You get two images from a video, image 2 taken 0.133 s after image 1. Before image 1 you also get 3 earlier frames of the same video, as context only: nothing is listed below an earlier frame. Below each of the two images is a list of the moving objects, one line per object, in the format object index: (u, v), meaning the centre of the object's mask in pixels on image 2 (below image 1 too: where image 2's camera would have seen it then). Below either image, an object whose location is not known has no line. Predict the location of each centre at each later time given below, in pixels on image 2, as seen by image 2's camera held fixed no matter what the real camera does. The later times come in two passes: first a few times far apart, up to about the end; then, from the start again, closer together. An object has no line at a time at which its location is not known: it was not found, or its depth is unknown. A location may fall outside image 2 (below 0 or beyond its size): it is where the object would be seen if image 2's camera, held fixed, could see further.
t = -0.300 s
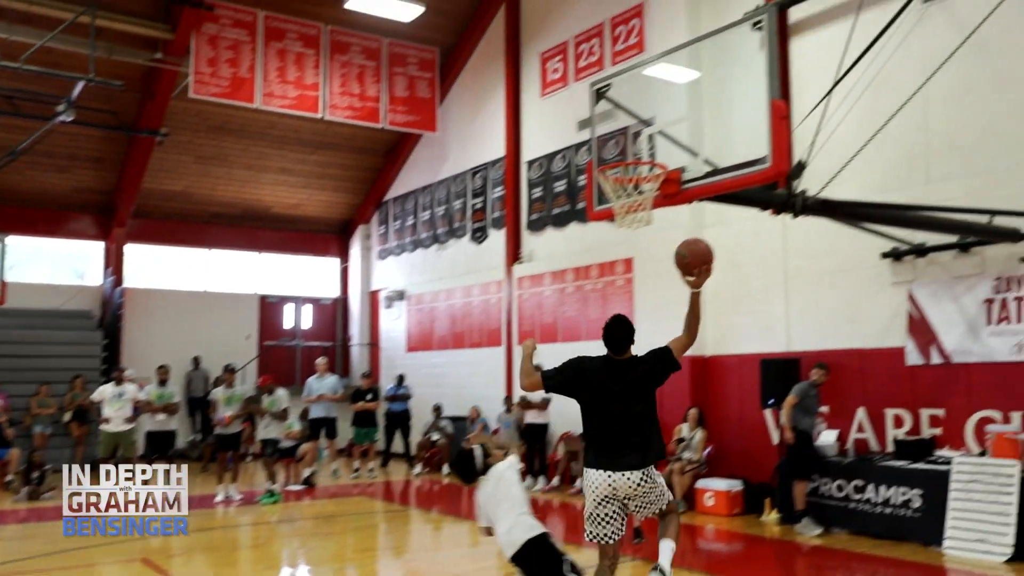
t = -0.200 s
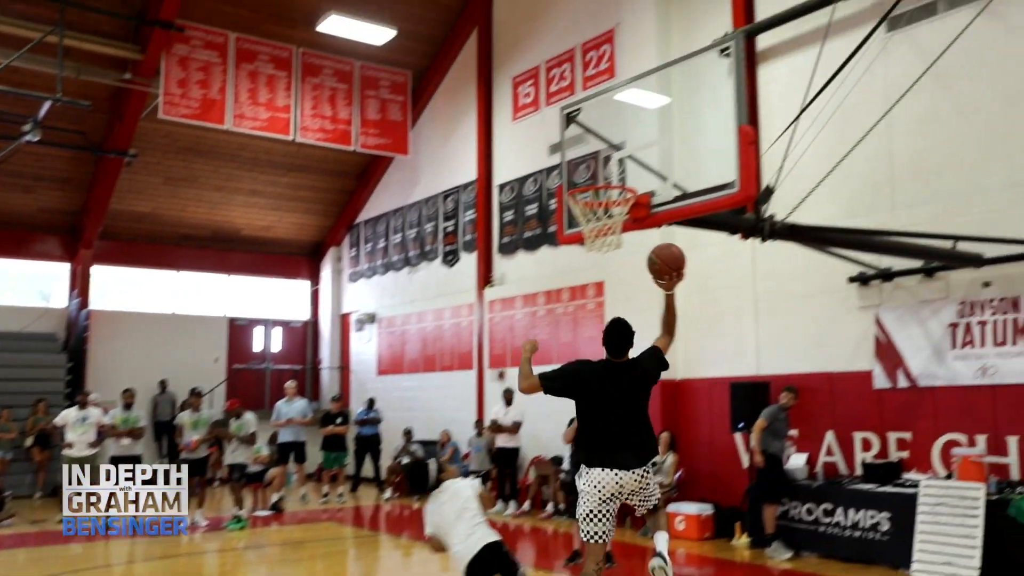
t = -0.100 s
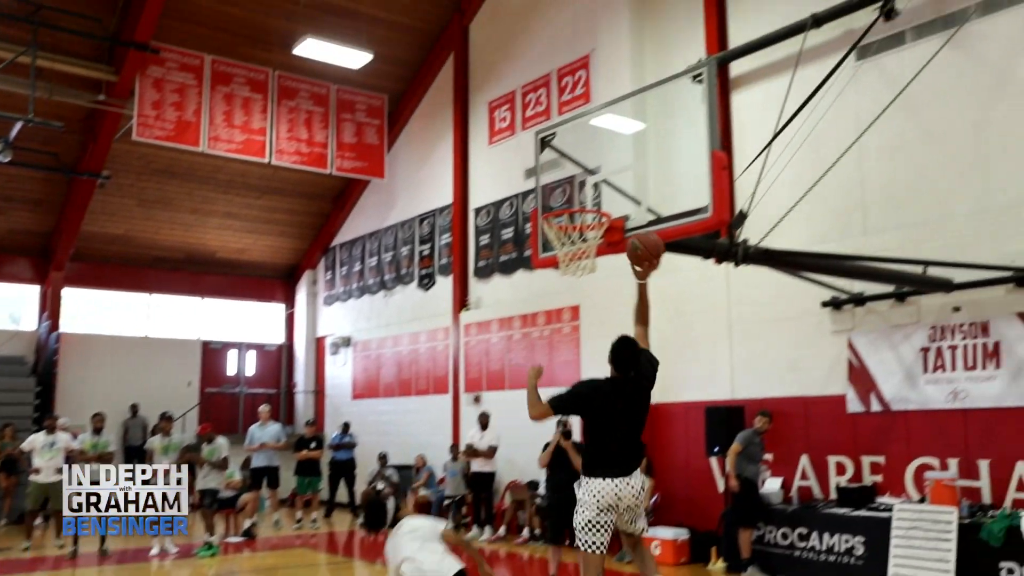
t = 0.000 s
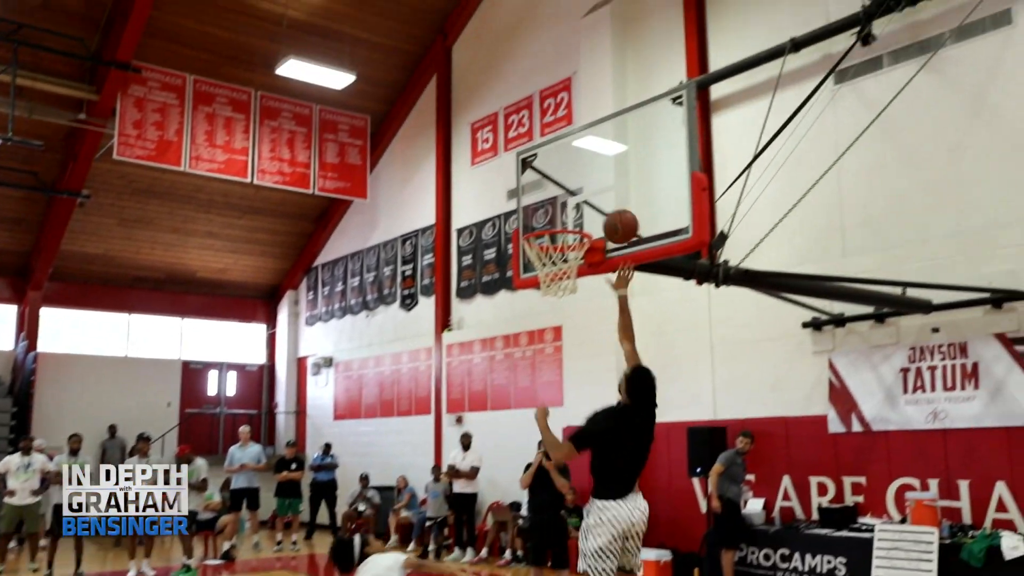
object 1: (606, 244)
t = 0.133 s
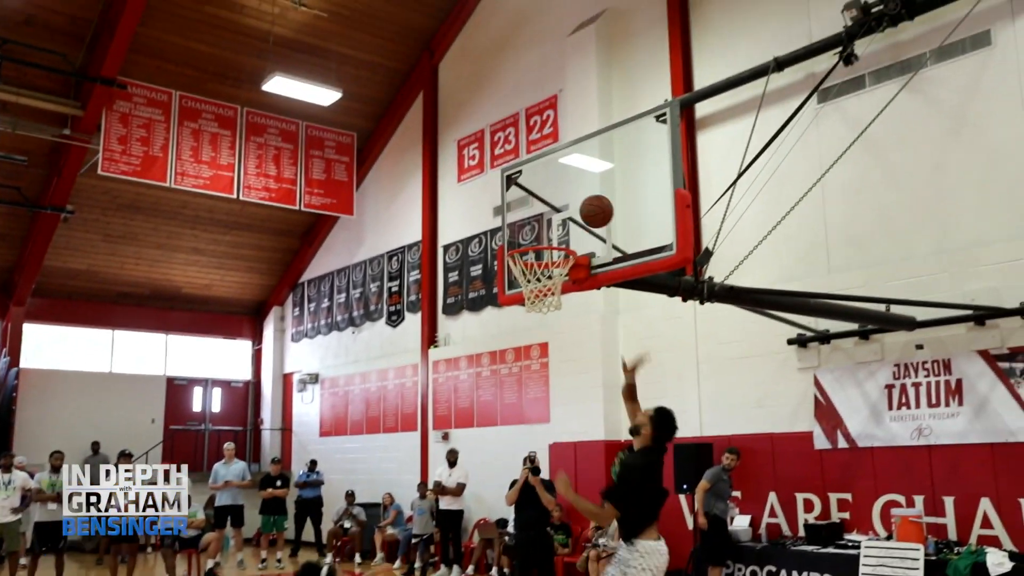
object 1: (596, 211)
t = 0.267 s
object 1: (574, 204)
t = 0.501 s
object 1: (523, 246)
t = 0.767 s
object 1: (546, 314)
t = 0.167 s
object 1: (594, 207)
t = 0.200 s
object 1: (590, 205)
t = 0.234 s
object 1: (582, 204)
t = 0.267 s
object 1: (574, 204)
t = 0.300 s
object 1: (567, 206)
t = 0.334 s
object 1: (560, 209)
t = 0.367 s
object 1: (553, 214)
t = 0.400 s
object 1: (545, 220)
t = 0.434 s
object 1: (537, 228)
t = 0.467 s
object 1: (530, 235)
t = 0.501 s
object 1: (523, 246)
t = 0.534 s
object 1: (525, 260)
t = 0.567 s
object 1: (530, 264)
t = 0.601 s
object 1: (542, 276)
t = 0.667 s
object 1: (547, 308)
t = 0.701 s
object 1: (548, 309)
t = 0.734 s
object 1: (547, 311)
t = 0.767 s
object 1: (546, 314)
